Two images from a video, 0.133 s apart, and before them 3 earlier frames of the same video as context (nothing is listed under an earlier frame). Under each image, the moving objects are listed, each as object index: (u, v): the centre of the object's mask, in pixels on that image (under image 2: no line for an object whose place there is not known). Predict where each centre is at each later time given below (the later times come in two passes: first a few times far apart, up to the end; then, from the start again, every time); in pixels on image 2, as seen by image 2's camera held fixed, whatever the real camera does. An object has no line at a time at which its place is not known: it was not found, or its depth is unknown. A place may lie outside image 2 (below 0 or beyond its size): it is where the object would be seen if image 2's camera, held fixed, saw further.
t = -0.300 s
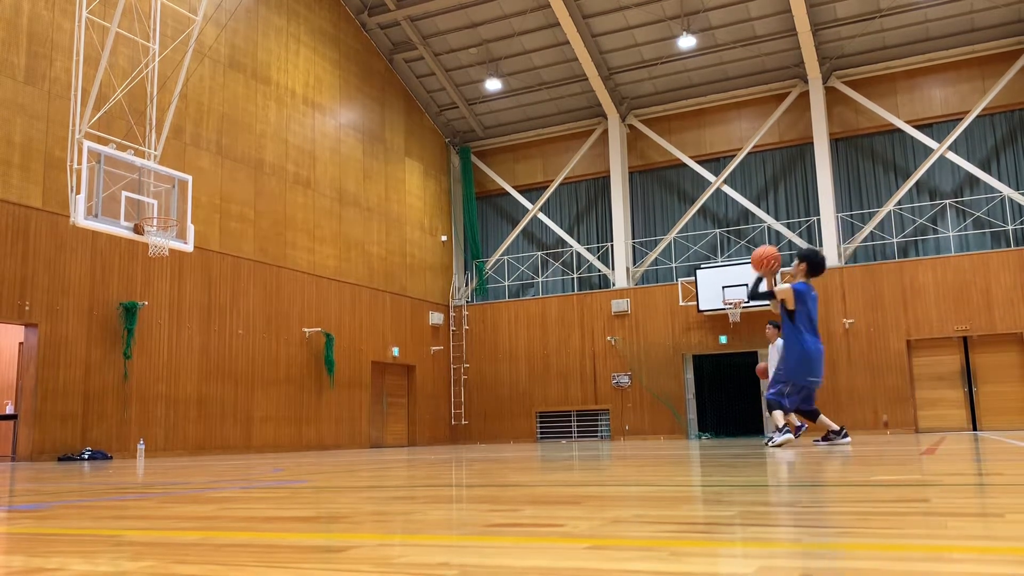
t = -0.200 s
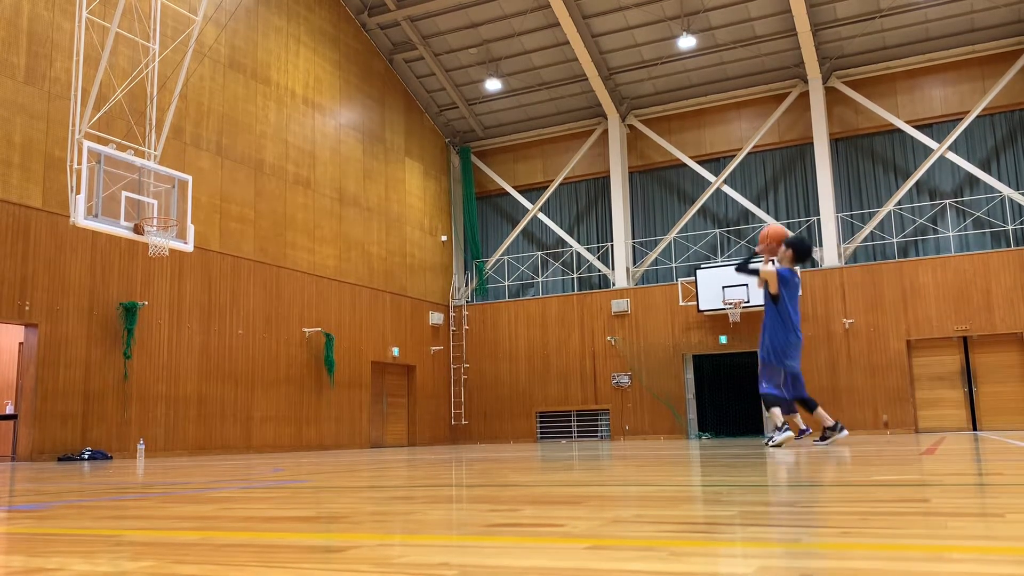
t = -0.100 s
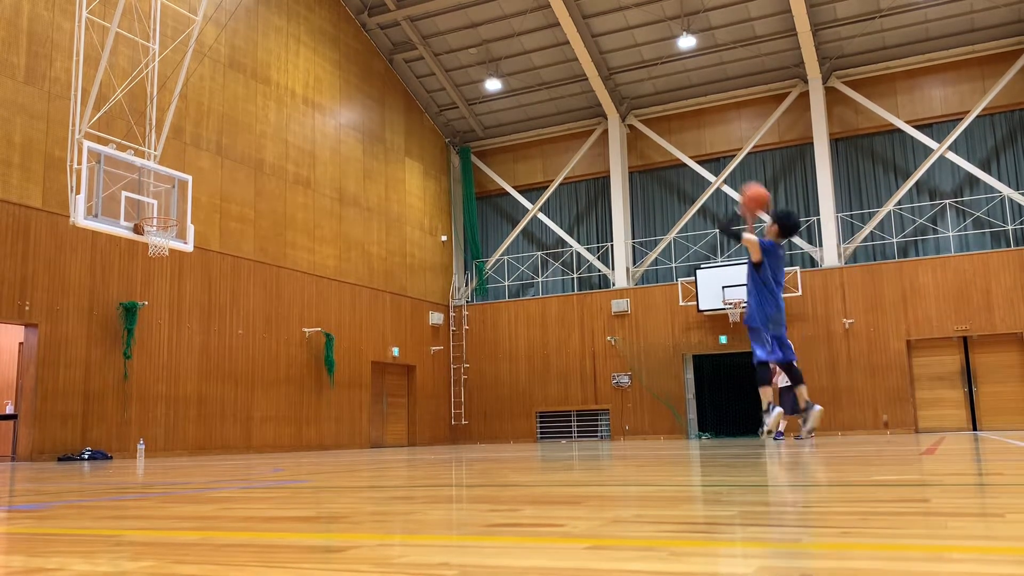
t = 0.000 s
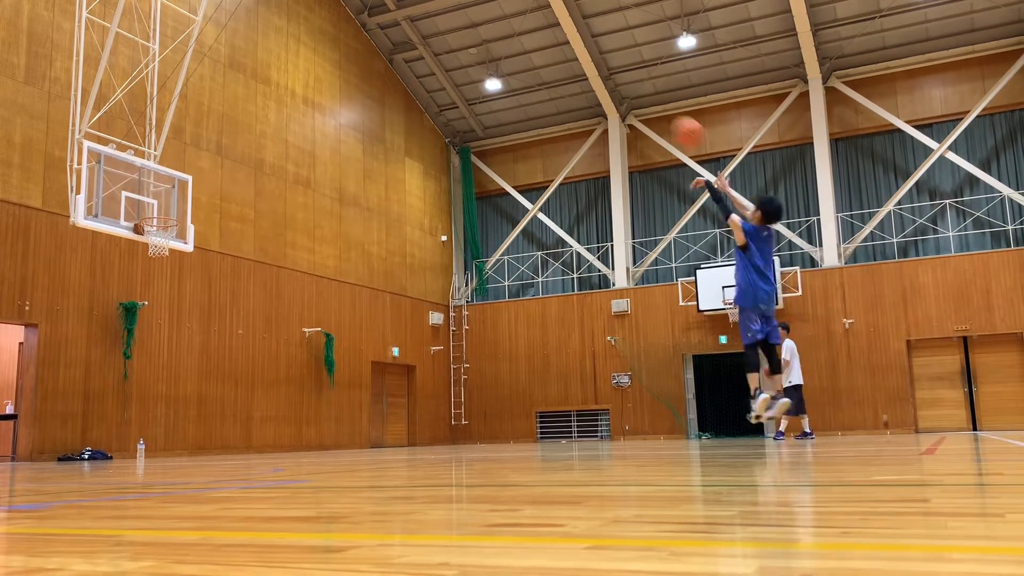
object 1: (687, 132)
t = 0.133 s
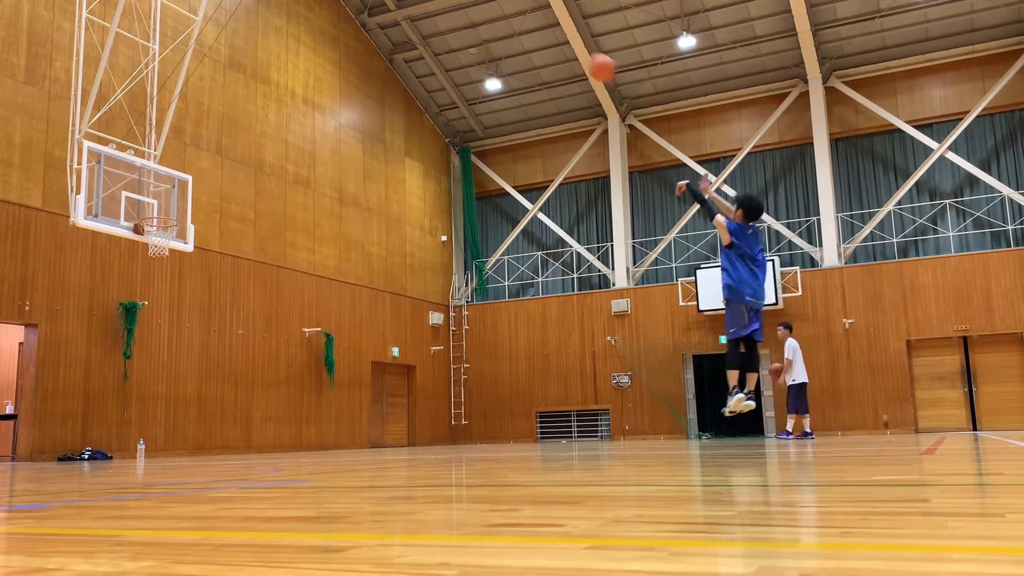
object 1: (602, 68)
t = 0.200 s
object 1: (563, 45)
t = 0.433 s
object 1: (447, 8)
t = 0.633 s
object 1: (364, 11)
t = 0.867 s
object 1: (283, 54)
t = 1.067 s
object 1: (221, 117)
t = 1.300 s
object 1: (156, 220)
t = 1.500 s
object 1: (190, 189)
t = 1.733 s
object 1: (239, 188)
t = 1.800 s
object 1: (282, 216)
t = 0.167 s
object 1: (583, 56)
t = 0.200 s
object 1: (563, 45)
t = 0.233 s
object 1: (545, 35)
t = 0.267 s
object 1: (527, 27)
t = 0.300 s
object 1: (510, 21)
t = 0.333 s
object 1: (494, 15)
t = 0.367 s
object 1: (477, 12)
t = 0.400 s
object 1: (462, 10)
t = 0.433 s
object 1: (447, 8)
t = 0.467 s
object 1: (432, 8)
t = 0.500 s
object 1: (418, 8)
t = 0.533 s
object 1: (405, 7)
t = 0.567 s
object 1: (391, 8)
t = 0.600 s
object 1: (377, 9)
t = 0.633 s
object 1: (364, 11)
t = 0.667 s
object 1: (353, 14)
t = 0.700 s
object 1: (340, 19)
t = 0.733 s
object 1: (328, 24)
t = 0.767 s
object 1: (316, 31)
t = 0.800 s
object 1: (305, 37)
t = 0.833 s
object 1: (294, 44)
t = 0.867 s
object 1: (283, 54)
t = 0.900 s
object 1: (272, 63)
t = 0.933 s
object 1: (261, 73)
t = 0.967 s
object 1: (251, 83)
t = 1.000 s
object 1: (241, 93)
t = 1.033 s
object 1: (231, 105)
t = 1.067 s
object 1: (221, 117)
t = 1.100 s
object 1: (212, 130)
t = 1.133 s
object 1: (202, 143)
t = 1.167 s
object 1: (193, 157)
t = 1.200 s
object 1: (183, 172)
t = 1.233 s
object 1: (173, 187)
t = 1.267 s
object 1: (165, 204)
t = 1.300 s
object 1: (156, 220)
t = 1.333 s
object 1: (160, 214)
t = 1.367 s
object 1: (165, 209)
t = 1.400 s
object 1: (171, 203)
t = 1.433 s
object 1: (177, 197)
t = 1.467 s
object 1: (184, 193)
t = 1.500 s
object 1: (190, 189)
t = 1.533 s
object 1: (197, 186)
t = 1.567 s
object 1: (203, 184)
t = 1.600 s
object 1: (210, 183)
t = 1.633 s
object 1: (217, 183)
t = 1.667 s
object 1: (224, 184)
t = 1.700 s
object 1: (232, 185)
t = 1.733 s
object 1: (239, 188)
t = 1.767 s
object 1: (247, 191)
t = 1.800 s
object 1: (282, 216)
